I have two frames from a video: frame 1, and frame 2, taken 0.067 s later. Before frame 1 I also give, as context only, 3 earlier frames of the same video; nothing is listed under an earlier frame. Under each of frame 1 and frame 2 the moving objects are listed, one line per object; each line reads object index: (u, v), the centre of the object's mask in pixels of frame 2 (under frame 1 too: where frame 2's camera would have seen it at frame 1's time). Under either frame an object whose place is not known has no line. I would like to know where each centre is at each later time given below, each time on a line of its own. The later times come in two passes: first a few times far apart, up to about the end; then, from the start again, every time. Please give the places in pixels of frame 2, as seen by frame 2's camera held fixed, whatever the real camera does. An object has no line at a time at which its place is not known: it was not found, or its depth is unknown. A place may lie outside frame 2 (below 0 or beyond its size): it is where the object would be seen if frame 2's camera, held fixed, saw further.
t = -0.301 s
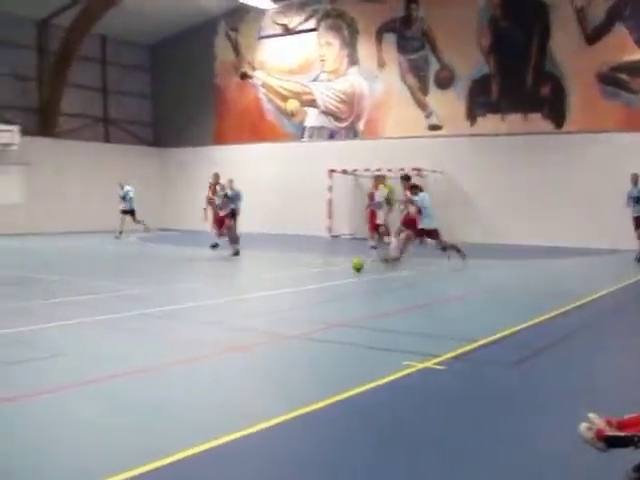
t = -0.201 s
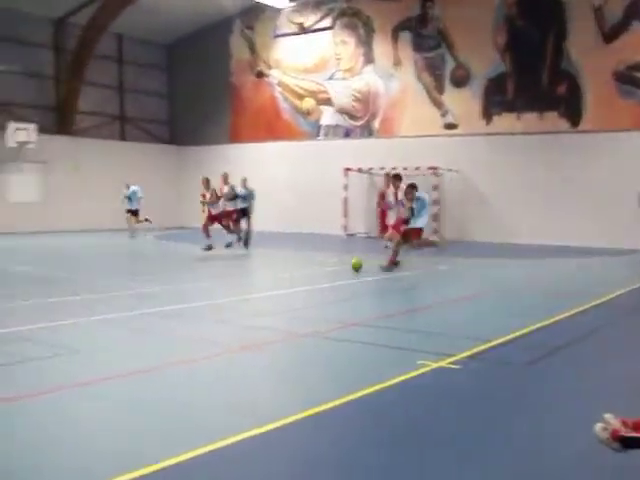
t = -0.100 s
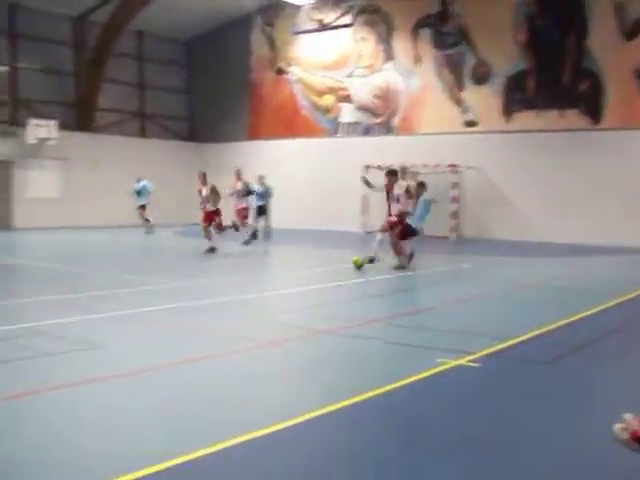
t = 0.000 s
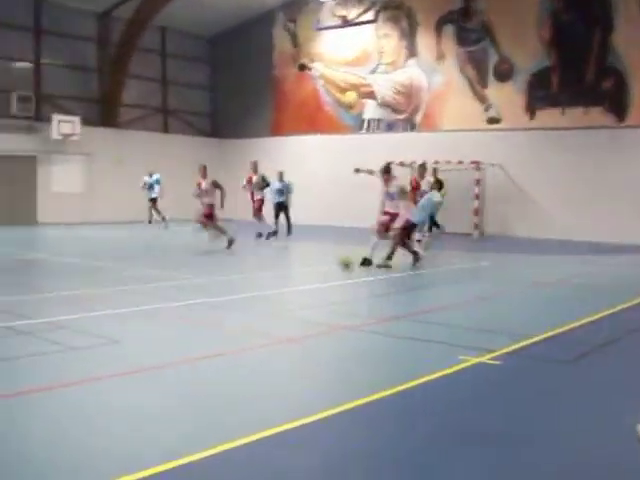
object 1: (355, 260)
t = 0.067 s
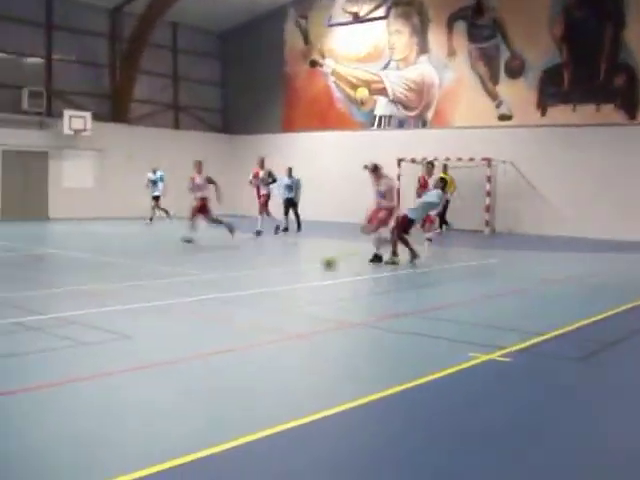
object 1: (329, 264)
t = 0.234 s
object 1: (250, 271)
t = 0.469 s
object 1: (127, 281)
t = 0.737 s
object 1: (-29, 296)
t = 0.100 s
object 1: (314, 264)
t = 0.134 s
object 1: (299, 266)
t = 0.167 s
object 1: (284, 268)
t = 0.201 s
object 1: (267, 270)
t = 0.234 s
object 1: (250, 271)
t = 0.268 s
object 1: (235, 273)
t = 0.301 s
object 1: (218, 272)
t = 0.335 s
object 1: (199, 276)
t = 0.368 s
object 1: (181, 276)
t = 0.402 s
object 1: (164, 278)
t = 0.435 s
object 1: (146, 280)
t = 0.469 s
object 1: (127, 281)
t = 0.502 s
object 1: (109, 282)
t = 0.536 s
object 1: (89, 283)
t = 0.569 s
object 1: (69, 286)
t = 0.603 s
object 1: (51, 287)
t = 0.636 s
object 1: (31, 287)
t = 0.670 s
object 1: (11, 288)
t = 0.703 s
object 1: (-10, 292)
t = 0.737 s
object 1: (-29, 296)
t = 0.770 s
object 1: (-46, 298)
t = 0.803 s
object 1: (-64, 298)
